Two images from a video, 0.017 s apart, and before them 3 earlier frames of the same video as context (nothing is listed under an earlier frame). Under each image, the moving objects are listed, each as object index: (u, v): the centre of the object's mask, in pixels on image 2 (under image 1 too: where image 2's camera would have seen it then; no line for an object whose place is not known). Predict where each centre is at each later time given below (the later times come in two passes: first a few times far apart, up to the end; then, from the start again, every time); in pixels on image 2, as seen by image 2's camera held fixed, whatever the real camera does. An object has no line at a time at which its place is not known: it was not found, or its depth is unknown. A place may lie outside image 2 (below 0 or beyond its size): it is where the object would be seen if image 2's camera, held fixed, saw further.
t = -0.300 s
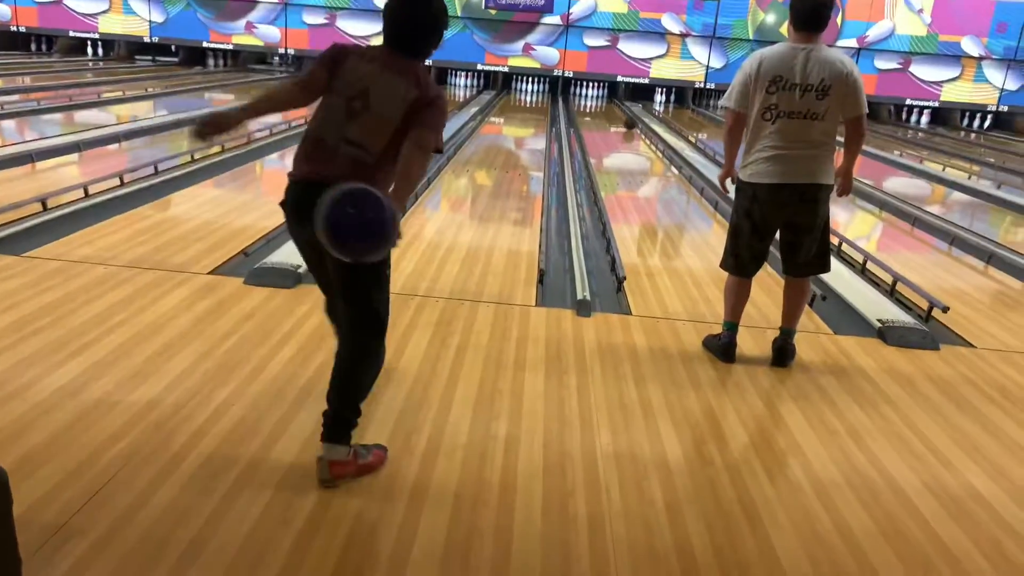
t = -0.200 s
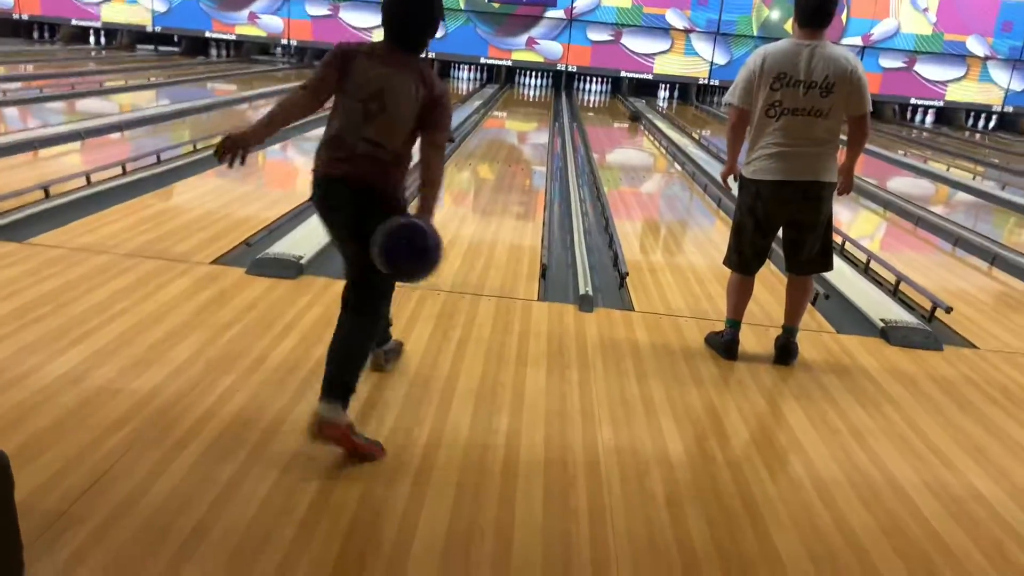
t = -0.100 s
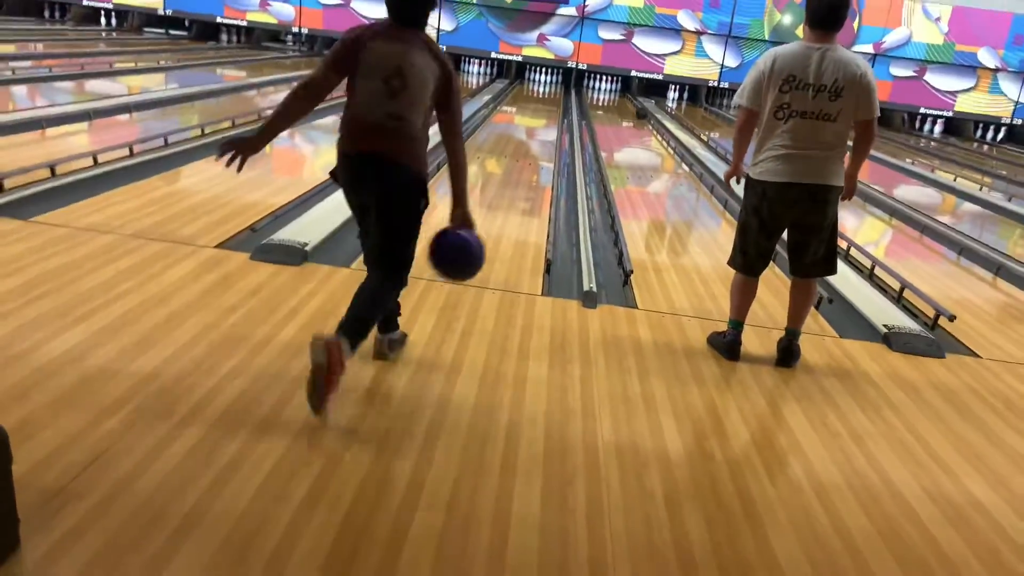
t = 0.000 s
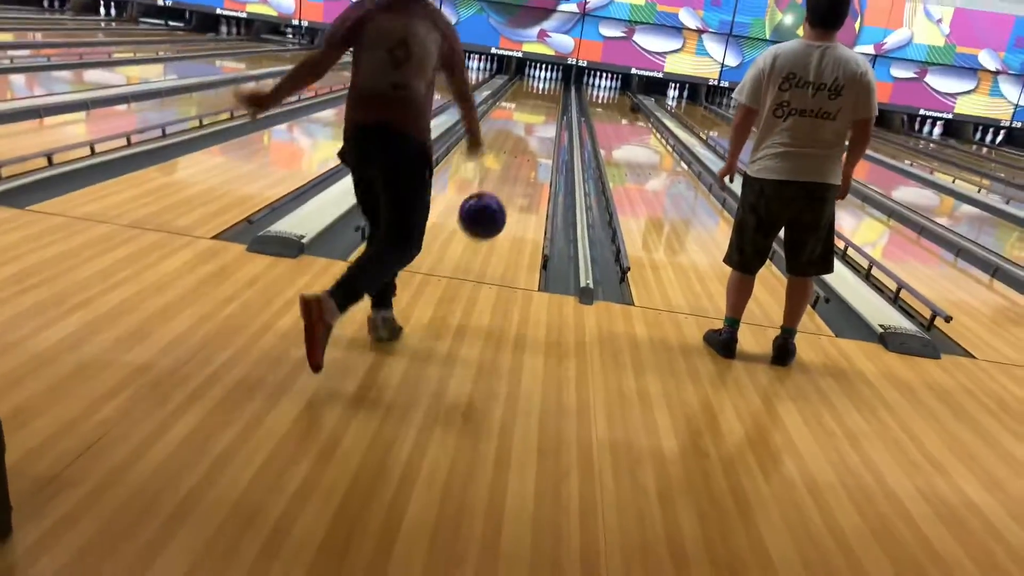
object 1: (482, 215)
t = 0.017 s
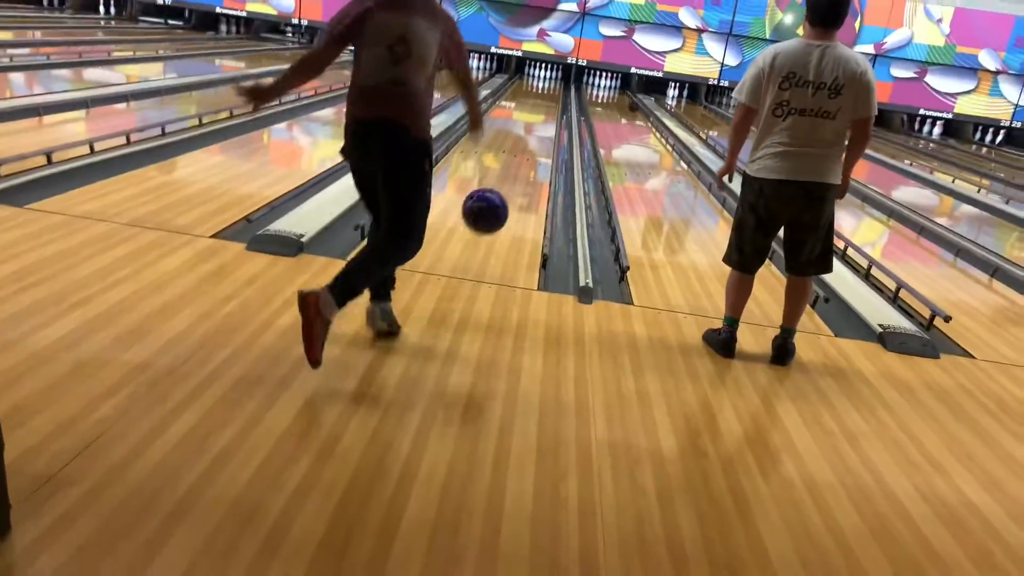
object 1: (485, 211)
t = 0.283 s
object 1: (514, 220)
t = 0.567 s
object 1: (537, 178)
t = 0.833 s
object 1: (543, 151)
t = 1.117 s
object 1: (542, 132)
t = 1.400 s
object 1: (542, 117)
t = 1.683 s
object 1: (541, 106)
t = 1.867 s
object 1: (541, 100)
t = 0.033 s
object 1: (488, 207)
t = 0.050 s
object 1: (491, 205)
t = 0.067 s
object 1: (494, 203)
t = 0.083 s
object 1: (496, 202)
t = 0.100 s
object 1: (499, 201)
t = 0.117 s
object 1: (501, 201)
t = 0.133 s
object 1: (502, 201)
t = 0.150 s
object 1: (504, 202)
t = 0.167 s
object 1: (506, 202)
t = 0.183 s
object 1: (507, 202)
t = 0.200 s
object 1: (509, 205)
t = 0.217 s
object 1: (510, 207)
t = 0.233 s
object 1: (511, 211)
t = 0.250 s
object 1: (512, 214)
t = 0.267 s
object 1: (513, 217)
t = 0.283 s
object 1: (514, 220)
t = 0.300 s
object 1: (516, 216)
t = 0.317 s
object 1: (518, 211)
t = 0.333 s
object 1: (519, 208)
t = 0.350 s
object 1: (521, 205)
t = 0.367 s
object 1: (522, 203)
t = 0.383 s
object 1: (524, 201)
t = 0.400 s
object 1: (525, 199)
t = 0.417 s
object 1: (526, 197)
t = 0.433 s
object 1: (528, 195)
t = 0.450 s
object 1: (529, 193)
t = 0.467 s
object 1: (530, 190)
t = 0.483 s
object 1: (532, 188)
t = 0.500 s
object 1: (532, 186)
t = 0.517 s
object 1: (534, 184)
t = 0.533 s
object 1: (535, 182)
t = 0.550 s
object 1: (536, 180)
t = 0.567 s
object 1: (537, 178)
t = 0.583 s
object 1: (538, 176)
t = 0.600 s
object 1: (539, 174)
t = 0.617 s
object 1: (540, 172)
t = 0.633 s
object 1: (541, 170)
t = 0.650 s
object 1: (541, 169)
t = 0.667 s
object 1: (542, 167)
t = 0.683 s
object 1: (543, 165)
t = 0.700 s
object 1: (543, 163)
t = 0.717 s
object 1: (543, 161)
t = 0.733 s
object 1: (543, 160)
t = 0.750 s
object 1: (543, 158)
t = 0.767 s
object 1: (543, 157)
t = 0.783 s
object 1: (543, 155)
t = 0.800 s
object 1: (543, 154)
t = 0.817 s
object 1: (543, 153)
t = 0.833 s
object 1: (543, 151)
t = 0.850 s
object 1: (543, 150)
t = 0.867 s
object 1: (543, 148)
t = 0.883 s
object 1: (543, 147)
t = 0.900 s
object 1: (543, 146)
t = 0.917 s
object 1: (543, 144)
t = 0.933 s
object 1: (543, 143)
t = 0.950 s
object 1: (543, 142)
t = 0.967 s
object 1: (543, 141)
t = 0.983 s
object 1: (542, 140)
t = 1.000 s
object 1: (542, 139)
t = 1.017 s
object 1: (542, 137)
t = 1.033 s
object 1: (542, 137)
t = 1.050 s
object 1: (542, 136)
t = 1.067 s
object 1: (542, 134)
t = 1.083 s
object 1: (542, 133)
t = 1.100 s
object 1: (542, 132)
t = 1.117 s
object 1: (542, 132)
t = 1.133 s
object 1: (542, 130)
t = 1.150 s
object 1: (542, 130)
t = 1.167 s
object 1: (542, 129)
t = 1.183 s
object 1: (542, 127)
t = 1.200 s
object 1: (542, 127)
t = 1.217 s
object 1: (542, 126)
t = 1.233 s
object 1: (542, 125)
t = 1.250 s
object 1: (542, 124)
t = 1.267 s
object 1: (541, 123)
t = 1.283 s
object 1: (542, 122)
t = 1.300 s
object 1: (542, 122)
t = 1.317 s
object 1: (542, 121)
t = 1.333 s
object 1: (542, 119)
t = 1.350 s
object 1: (542, 119)
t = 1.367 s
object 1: (542, 118)
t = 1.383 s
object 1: (542, 118)
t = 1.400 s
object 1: (542, 117)
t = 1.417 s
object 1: (542, 116)
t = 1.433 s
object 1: (541, 115)
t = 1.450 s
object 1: (542, 115)
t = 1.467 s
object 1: (541, 114)
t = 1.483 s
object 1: (541, 114)
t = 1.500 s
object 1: (541, 113)
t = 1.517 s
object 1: (541, 112)
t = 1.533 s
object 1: (541, 111)
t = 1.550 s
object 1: (541, 111)
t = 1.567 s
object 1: (541, 110)
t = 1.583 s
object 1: (541, 110)
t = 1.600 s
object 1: (541, 109)
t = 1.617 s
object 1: (541, 108)
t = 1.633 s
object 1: (541, 108)
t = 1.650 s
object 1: (541, 107)
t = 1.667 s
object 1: (541, 107)
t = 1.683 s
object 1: (541, 106)
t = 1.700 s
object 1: (541, 106)
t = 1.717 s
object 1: (541, 105)
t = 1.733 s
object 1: (541, 105)
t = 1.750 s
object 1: (541, 104)
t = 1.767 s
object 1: (541, 103)
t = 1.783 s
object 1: (541, 102)
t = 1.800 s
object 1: (541, 102)
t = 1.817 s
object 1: (541, 102)
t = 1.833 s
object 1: (541, 101)
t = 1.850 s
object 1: (541, 100)
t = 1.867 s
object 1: (541, 100)
